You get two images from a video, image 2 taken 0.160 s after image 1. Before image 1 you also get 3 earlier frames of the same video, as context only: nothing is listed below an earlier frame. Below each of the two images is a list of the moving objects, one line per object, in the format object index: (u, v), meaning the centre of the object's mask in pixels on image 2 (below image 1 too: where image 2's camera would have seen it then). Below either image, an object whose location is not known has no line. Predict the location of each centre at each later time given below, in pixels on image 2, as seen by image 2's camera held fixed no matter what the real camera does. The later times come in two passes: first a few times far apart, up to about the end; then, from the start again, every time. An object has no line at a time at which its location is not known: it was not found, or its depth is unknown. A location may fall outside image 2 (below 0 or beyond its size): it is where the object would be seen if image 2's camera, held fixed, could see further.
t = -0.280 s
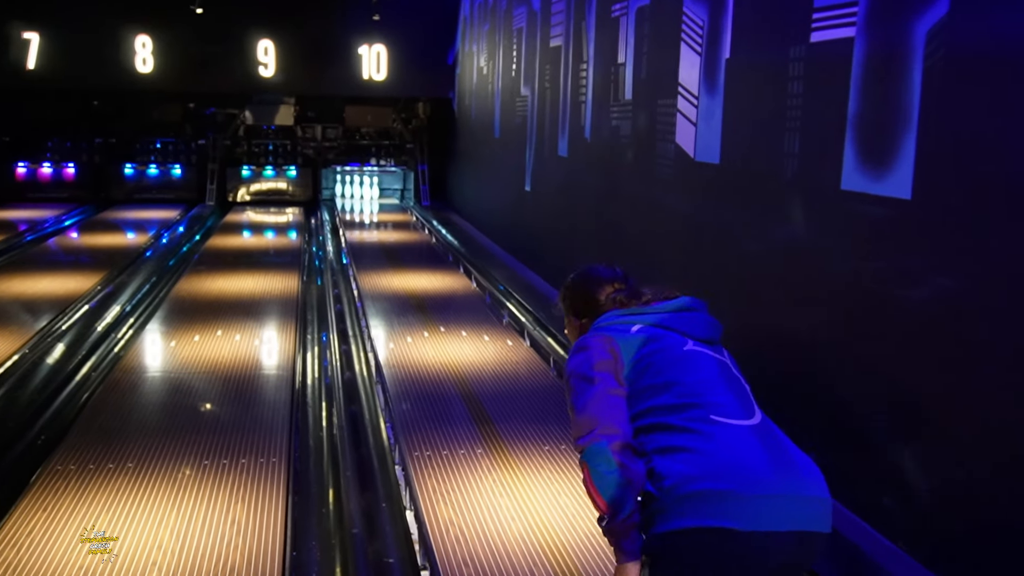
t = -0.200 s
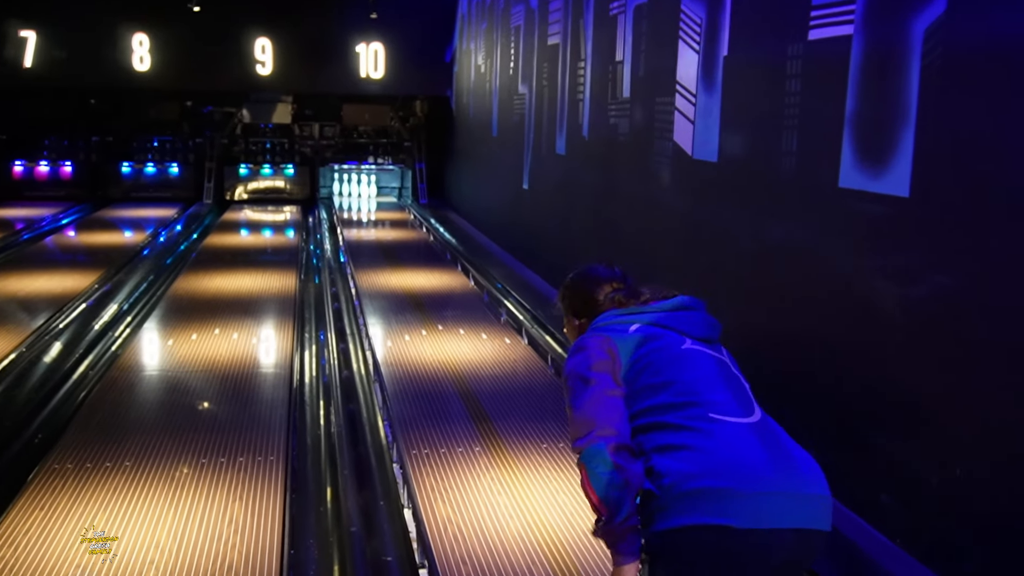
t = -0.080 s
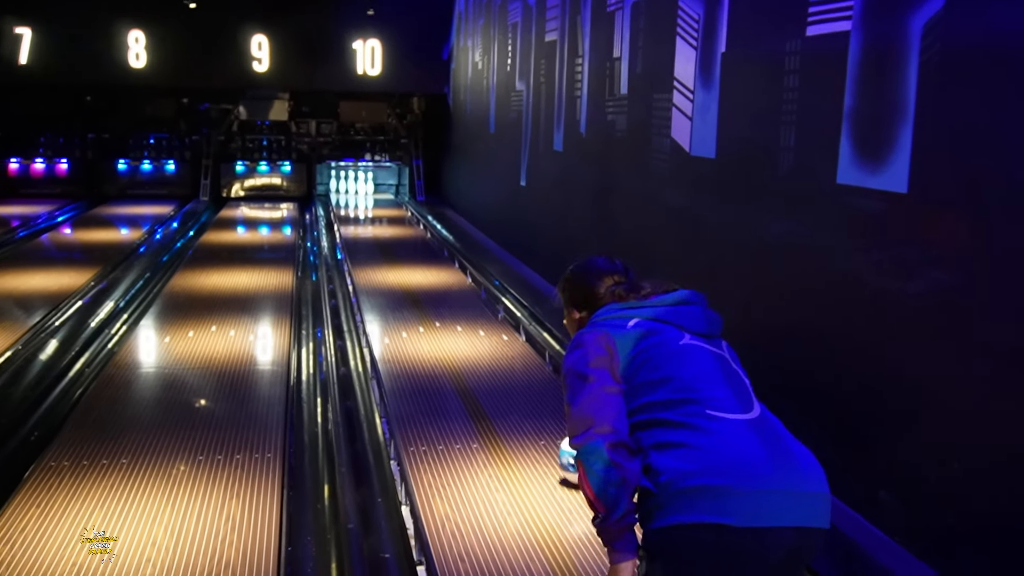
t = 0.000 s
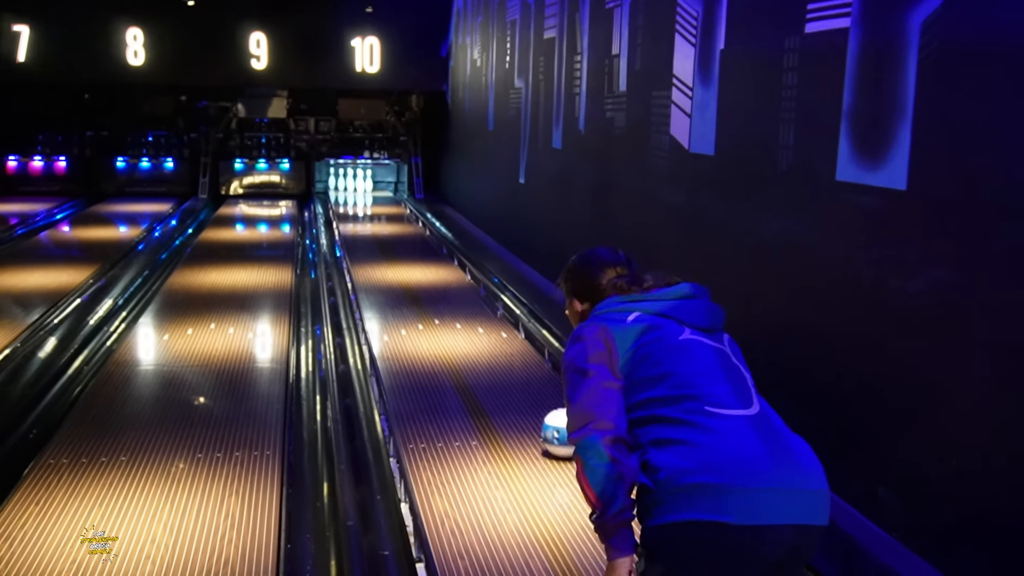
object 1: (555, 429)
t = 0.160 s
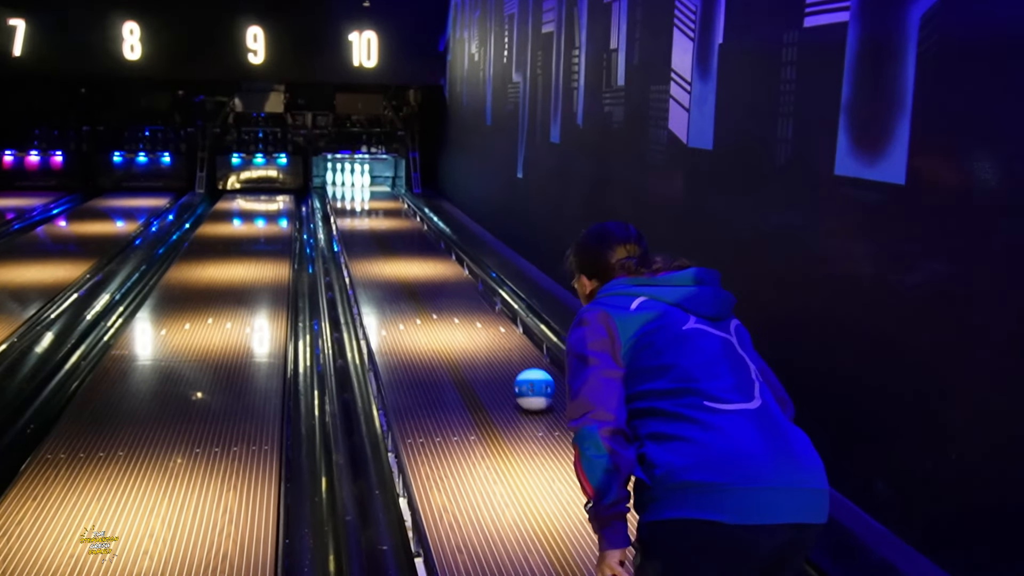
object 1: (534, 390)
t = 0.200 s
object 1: (528, 382)
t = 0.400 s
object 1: (504, 349)
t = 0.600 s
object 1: (485, 323)
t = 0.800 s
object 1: (470, 302)
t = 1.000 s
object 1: (459, 288)
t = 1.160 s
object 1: (451, 279)
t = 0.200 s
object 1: (528, 382)
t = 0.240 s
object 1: (523, 374)
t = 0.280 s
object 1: (518, 367)
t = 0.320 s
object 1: (512, 361)
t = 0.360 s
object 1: (508, 355)
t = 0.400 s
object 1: (504, 349)
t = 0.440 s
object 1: (500, 343)
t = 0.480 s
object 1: (495, 337)
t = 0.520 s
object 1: (491, 332)
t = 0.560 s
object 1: (488, 327)
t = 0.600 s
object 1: (485, 323)
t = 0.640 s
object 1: (481, 319)
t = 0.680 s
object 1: (478, 315)
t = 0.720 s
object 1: (475, 311)
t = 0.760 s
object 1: (472, 307)
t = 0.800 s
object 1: (470, 302)
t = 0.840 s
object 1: (468, 301)
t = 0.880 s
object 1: (465, 298)
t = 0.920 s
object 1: (463, 294)
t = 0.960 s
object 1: (461, 292)
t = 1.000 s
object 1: (459, 288)
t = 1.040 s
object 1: (457, 286)
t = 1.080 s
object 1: (454, 283)
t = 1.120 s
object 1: (453, 282)
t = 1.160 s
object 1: (451, 279)
